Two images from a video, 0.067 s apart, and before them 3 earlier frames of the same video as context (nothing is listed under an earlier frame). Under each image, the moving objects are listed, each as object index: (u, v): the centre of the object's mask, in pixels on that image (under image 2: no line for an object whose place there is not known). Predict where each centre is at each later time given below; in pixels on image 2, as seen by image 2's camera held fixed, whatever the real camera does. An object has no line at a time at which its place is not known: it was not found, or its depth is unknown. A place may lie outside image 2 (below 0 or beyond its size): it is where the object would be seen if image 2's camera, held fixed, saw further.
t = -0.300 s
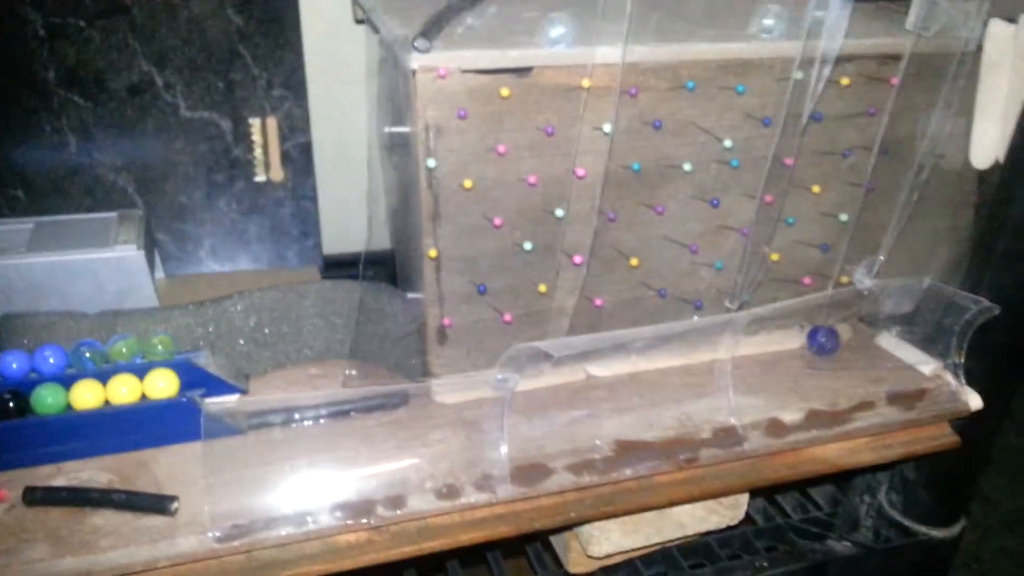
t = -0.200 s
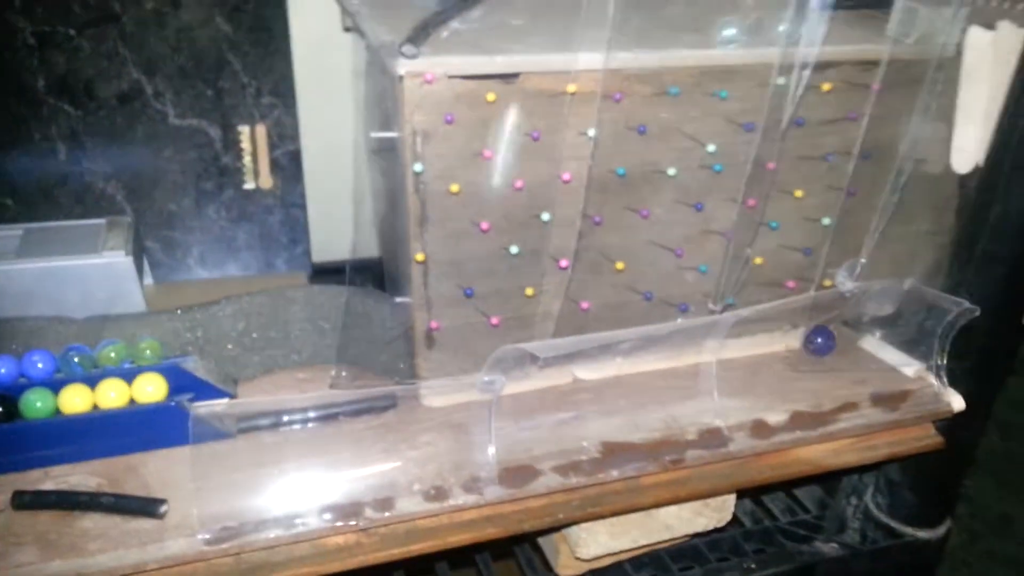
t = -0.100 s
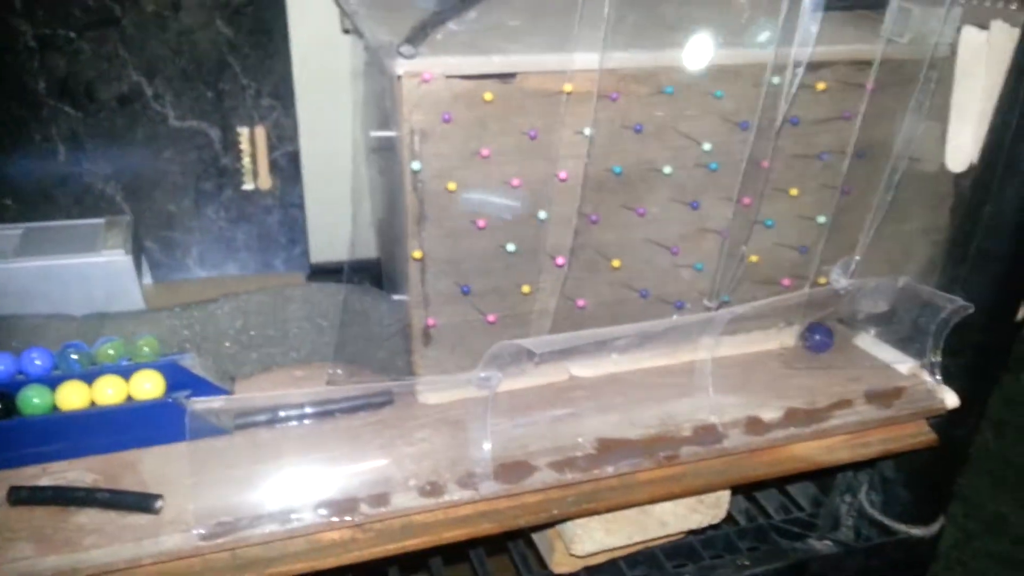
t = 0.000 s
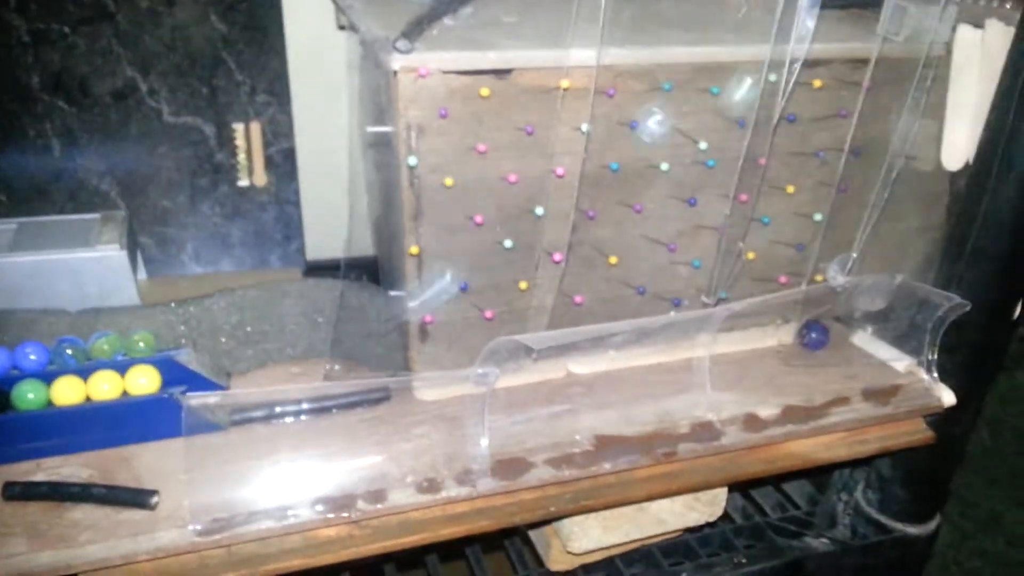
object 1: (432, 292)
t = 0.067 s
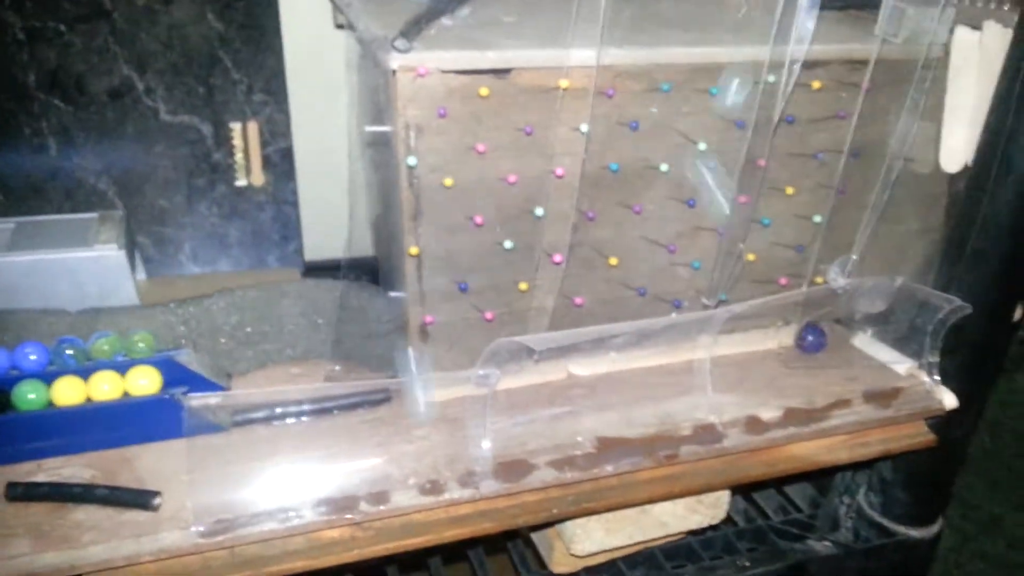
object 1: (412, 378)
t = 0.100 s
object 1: (420, 421)
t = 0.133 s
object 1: (411, 405)
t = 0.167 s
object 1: (402, 398)
